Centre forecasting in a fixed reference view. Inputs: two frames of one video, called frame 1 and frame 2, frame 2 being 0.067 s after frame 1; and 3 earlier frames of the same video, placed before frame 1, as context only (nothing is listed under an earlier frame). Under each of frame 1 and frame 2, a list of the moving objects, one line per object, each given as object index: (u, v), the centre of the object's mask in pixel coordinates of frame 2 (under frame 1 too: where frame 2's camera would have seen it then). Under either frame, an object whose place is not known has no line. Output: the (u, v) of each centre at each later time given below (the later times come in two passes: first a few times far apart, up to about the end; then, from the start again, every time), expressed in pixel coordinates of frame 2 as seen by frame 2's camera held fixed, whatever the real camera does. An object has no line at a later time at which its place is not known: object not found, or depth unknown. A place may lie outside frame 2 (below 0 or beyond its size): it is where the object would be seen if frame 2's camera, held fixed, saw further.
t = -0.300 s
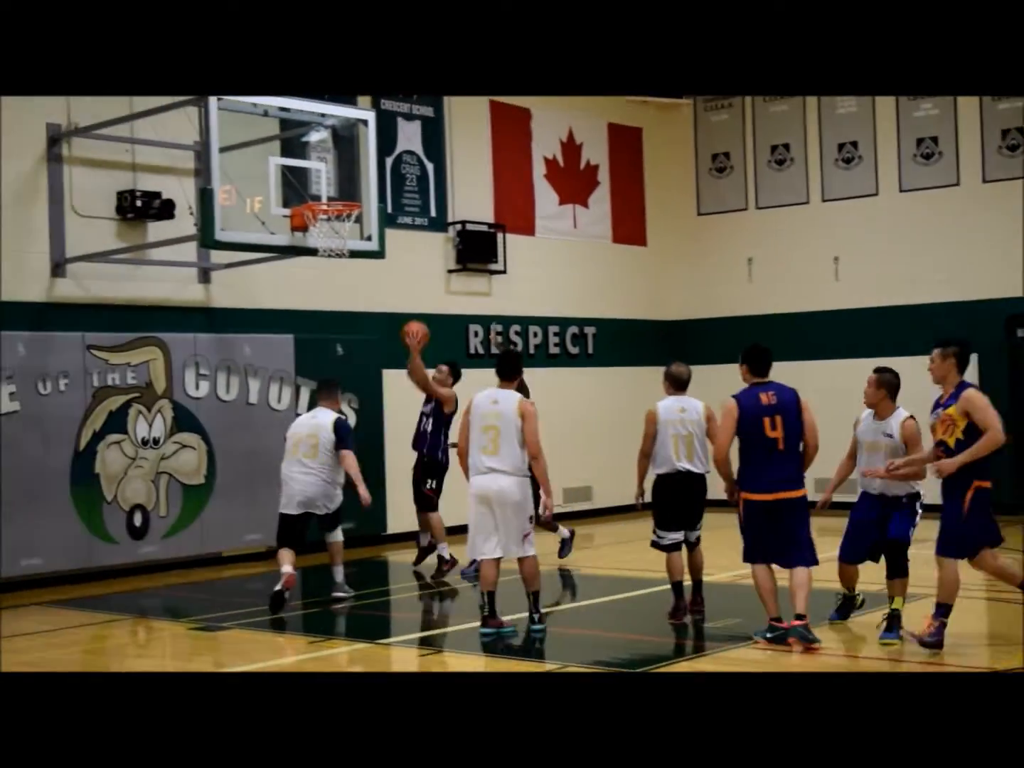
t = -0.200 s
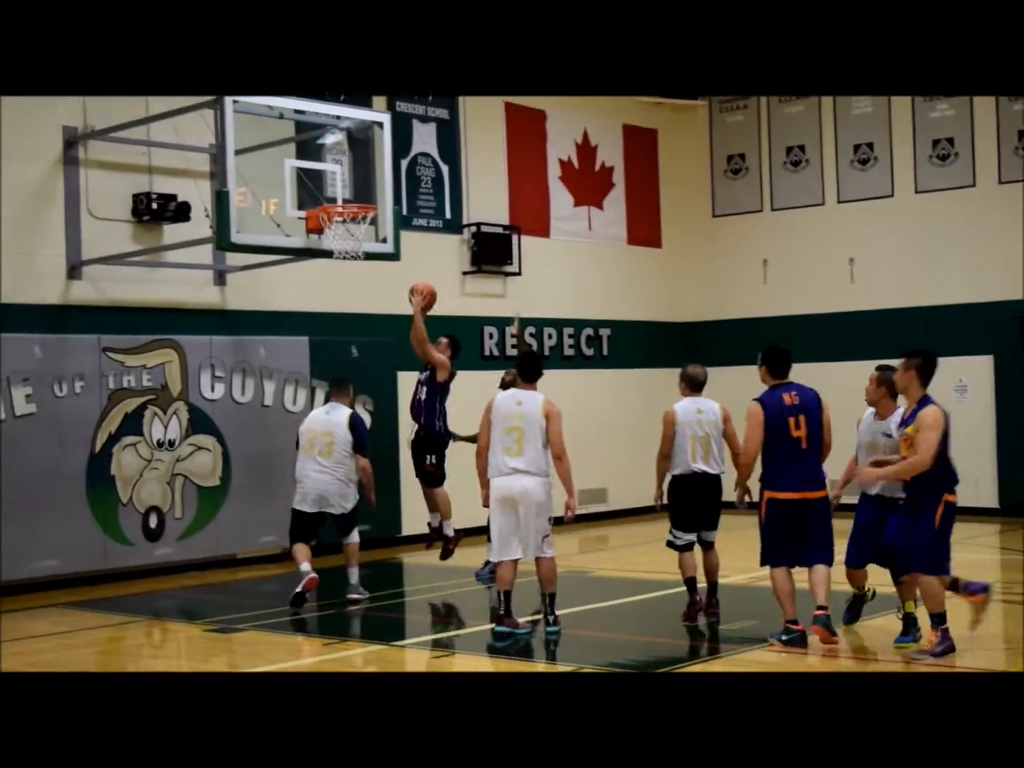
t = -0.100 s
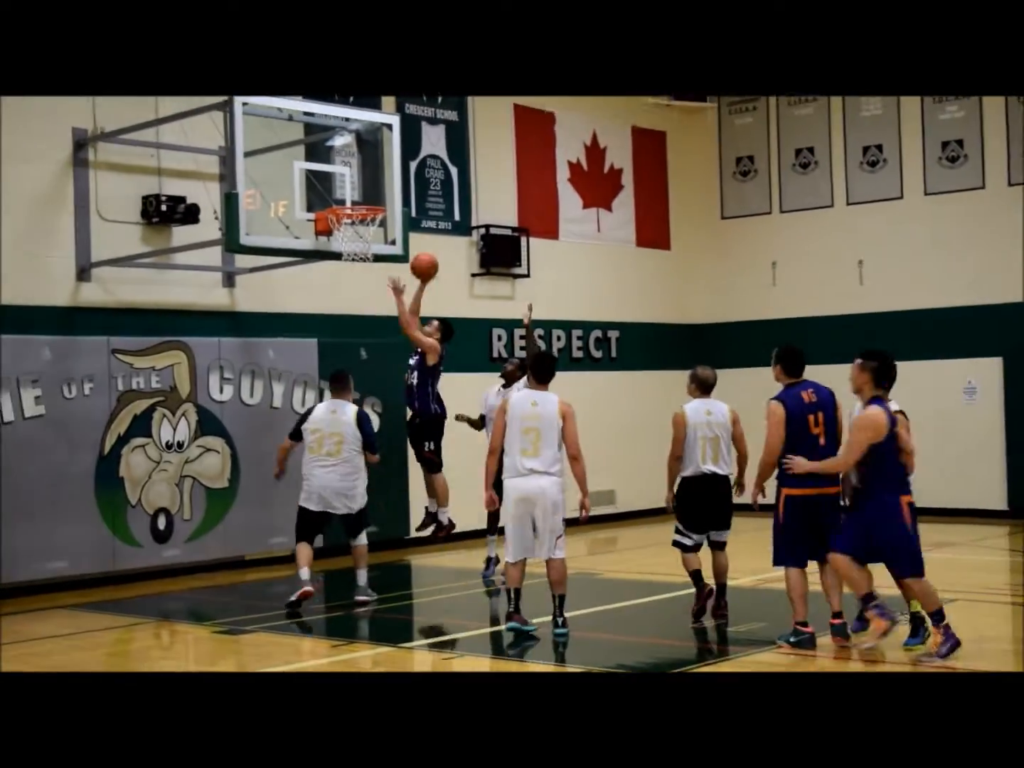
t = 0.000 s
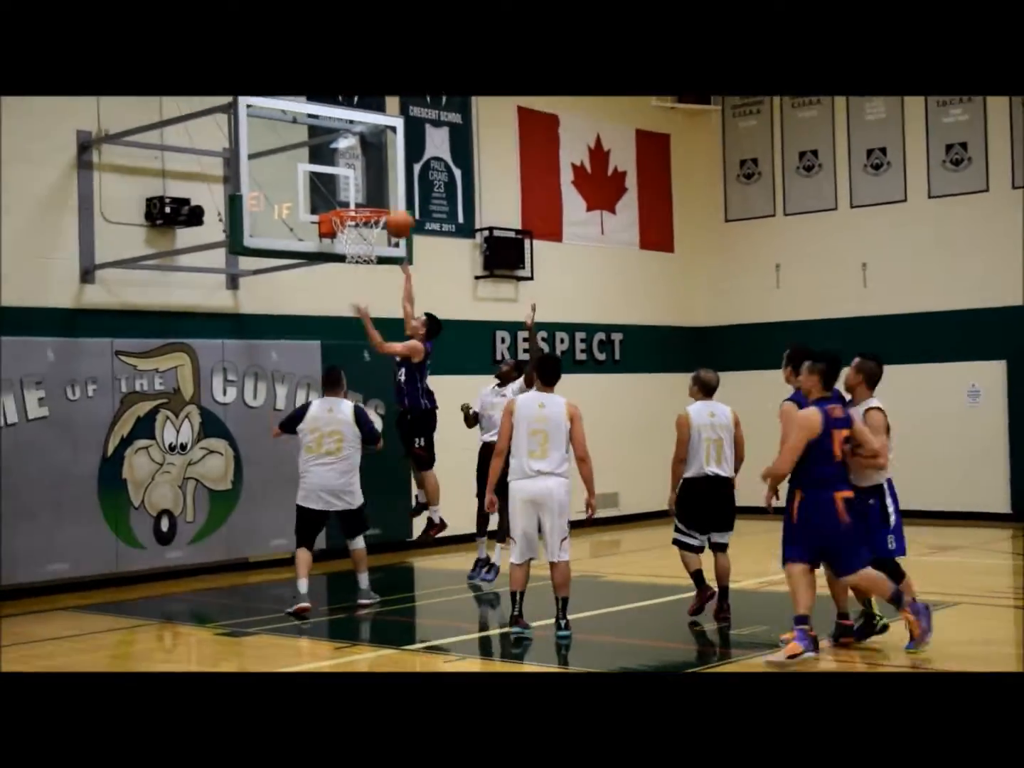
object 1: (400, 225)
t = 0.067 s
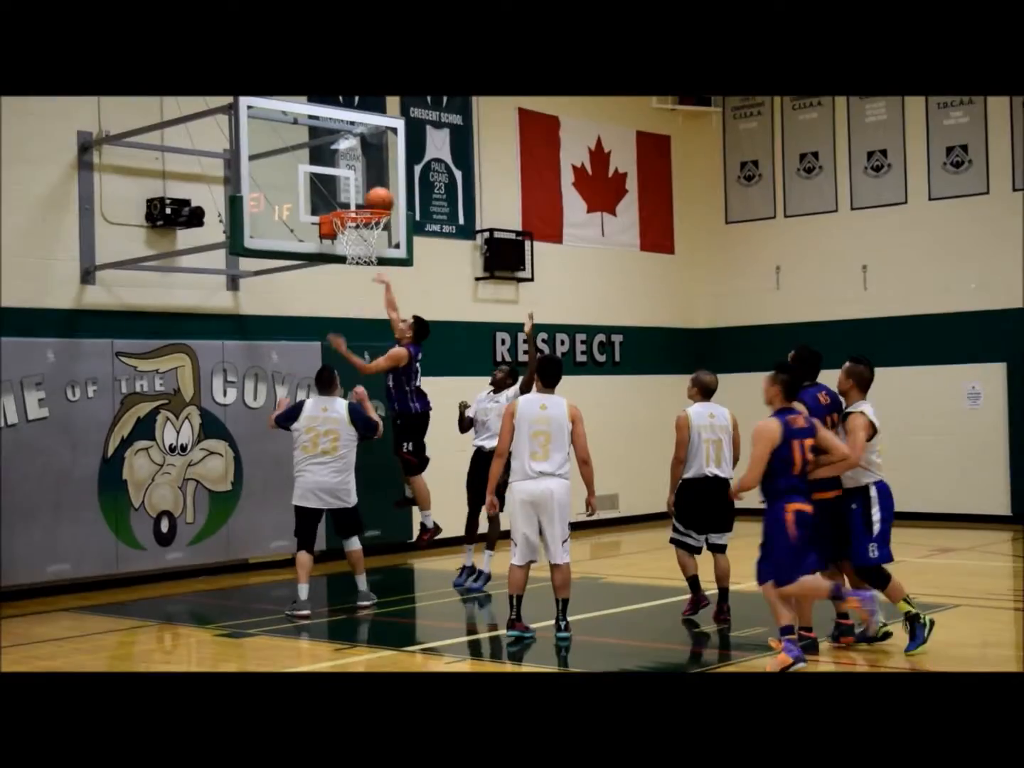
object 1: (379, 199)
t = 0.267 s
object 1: (372, 185)
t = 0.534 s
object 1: (359, 233)
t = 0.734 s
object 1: (352, 287)
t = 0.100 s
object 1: (377, 194)
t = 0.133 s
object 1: (375, 190)
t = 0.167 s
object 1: (375, 188)
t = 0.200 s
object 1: (373, 186)
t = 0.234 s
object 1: (372, 185)
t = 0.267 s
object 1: (372, 185)
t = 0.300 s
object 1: (370, 187)
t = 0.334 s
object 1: (369, 189)
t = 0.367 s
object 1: (368, 194)
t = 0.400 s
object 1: (367, 198)
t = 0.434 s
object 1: (366, 207)
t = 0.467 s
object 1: (363, 214)
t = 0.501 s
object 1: (359, 228)
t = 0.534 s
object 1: (359, 233)
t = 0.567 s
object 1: (357, 247)
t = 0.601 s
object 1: (355, 252)
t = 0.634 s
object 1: (354, 261)
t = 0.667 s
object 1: (353, 268)
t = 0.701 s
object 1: (353, 276)
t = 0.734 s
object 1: (352, 287)
